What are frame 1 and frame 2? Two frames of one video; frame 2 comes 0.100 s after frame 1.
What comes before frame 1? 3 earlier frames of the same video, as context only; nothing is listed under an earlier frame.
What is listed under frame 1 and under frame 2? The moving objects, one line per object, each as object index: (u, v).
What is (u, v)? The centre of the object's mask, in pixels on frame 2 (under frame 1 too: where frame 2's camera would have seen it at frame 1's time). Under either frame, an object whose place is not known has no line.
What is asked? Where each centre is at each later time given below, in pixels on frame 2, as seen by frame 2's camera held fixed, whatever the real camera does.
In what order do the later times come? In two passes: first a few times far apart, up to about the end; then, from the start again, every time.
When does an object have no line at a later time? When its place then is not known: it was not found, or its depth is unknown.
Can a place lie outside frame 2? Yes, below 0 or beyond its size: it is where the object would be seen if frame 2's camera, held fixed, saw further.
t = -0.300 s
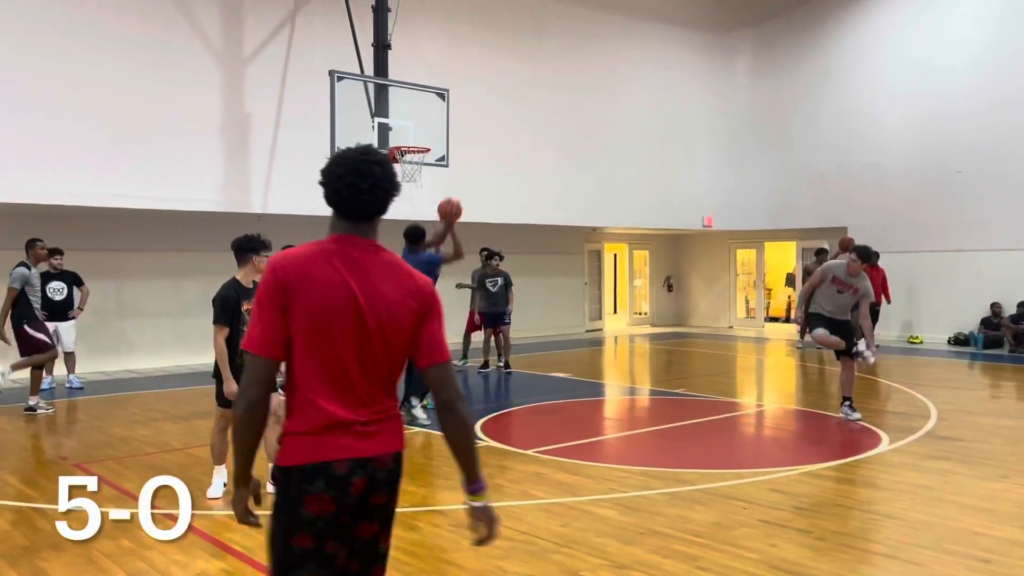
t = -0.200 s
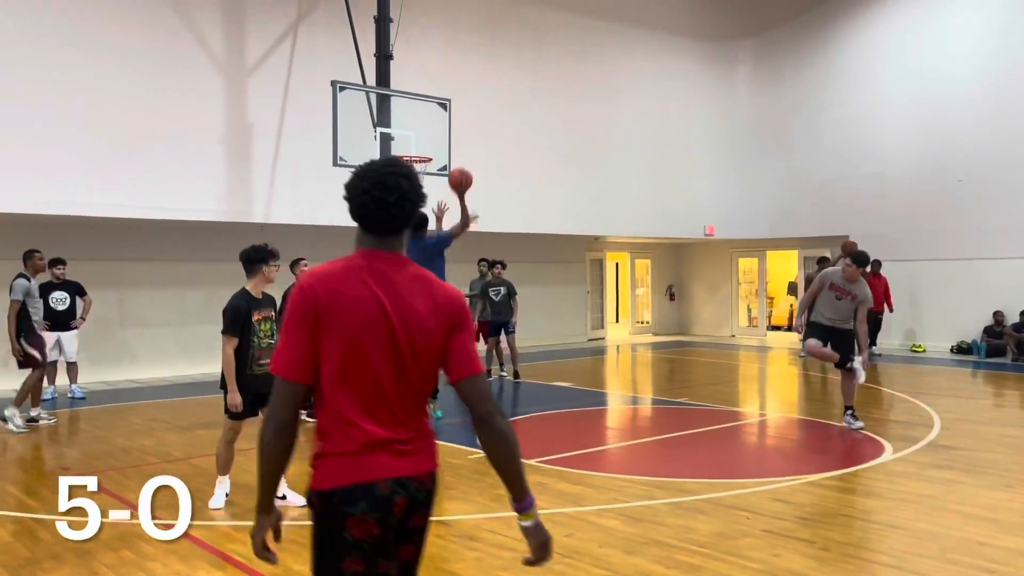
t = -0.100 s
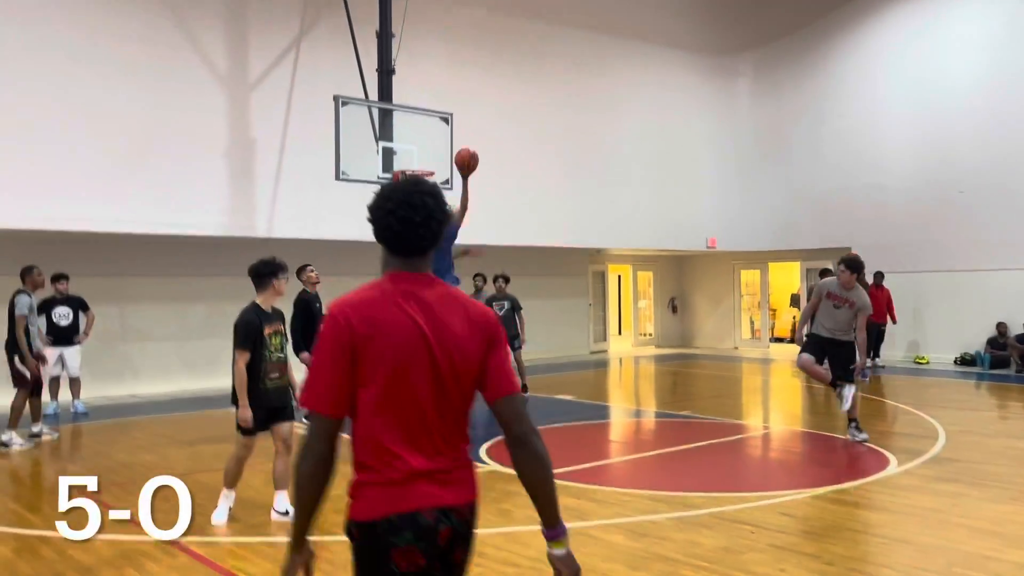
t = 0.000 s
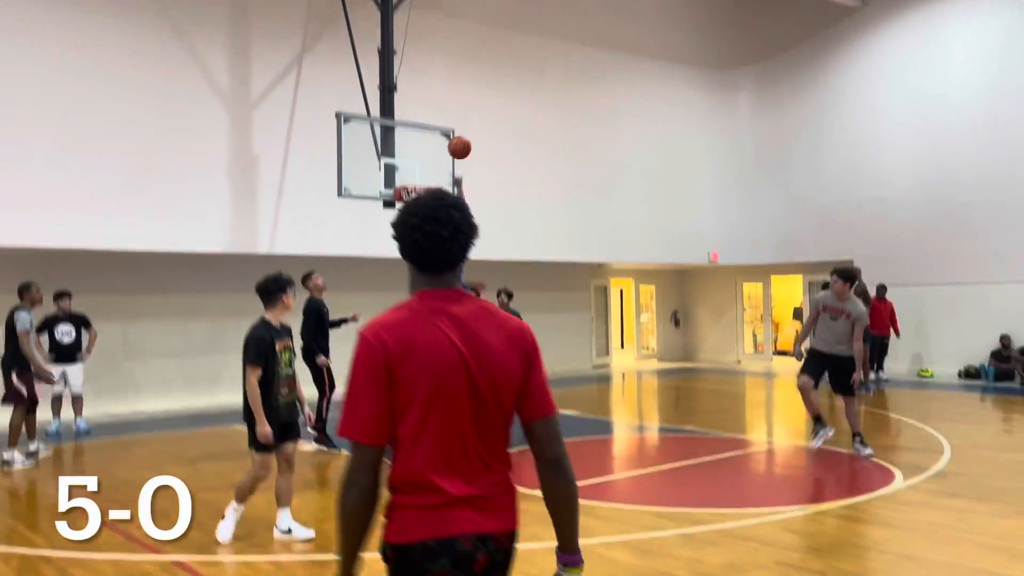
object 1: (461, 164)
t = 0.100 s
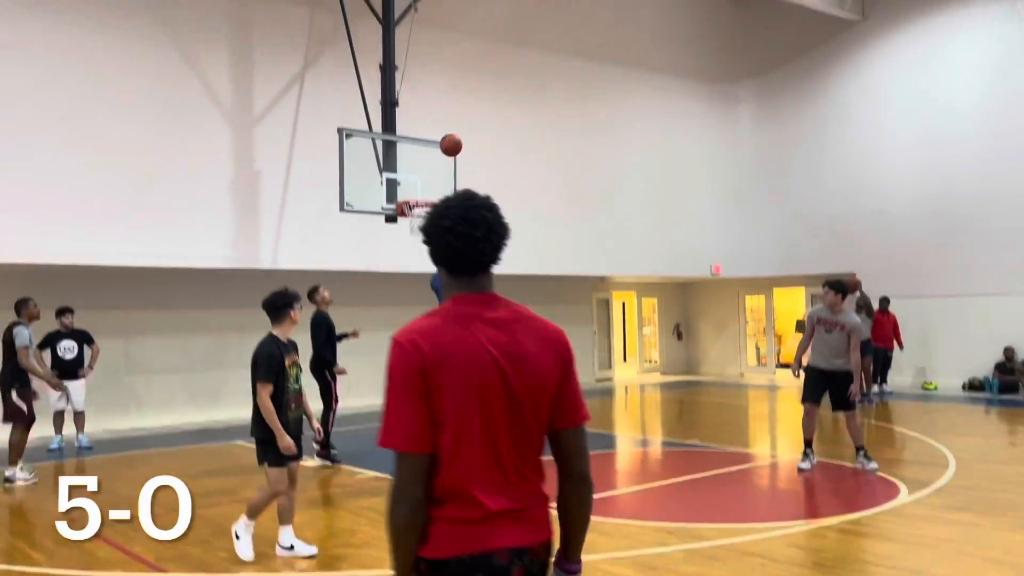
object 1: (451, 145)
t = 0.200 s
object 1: (442, 138)
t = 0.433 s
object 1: (423, 155)
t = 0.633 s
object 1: (411, 195)
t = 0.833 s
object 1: (467, 193)
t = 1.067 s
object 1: (535, 225)
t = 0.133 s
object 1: (448, 142)
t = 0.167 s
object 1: (444, 140)
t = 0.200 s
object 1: (442, 138)
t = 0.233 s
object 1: (439, 138)
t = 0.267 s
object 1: (436, 138)
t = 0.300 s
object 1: (433, 140)
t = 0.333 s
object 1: (431, 142)
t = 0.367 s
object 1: (428, 146)
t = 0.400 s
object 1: (426, 150)
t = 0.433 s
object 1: (423, 155)
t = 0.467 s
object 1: (421, 160)
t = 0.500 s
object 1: (419, 166)
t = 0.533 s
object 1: (417, 173)
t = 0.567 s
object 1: (415, 181)
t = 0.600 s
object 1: (413, 189)
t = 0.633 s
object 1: (411, 195)
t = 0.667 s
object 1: (420, 194)
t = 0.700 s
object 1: (429, 193)
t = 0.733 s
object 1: (438, 192)
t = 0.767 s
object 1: (447, 191)
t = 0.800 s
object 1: (457, 192)
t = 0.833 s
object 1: (467, 193)
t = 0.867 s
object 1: (476, 195)
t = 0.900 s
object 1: (485, 198)
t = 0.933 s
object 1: (495, 201)
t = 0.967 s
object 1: (505, 206)
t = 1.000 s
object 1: (515, 211)
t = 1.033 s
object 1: (525, 217)
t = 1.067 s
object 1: (535, 225)
